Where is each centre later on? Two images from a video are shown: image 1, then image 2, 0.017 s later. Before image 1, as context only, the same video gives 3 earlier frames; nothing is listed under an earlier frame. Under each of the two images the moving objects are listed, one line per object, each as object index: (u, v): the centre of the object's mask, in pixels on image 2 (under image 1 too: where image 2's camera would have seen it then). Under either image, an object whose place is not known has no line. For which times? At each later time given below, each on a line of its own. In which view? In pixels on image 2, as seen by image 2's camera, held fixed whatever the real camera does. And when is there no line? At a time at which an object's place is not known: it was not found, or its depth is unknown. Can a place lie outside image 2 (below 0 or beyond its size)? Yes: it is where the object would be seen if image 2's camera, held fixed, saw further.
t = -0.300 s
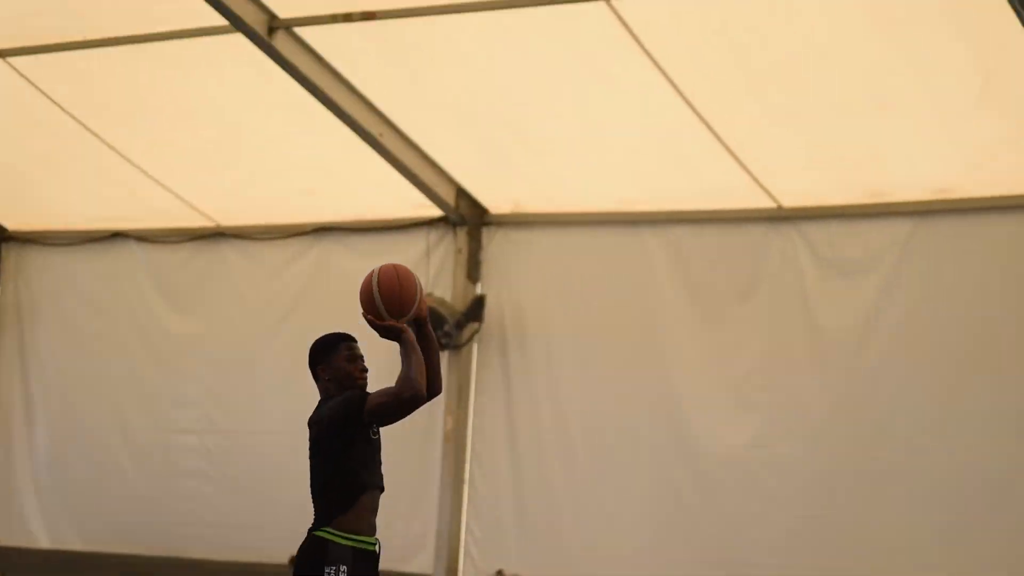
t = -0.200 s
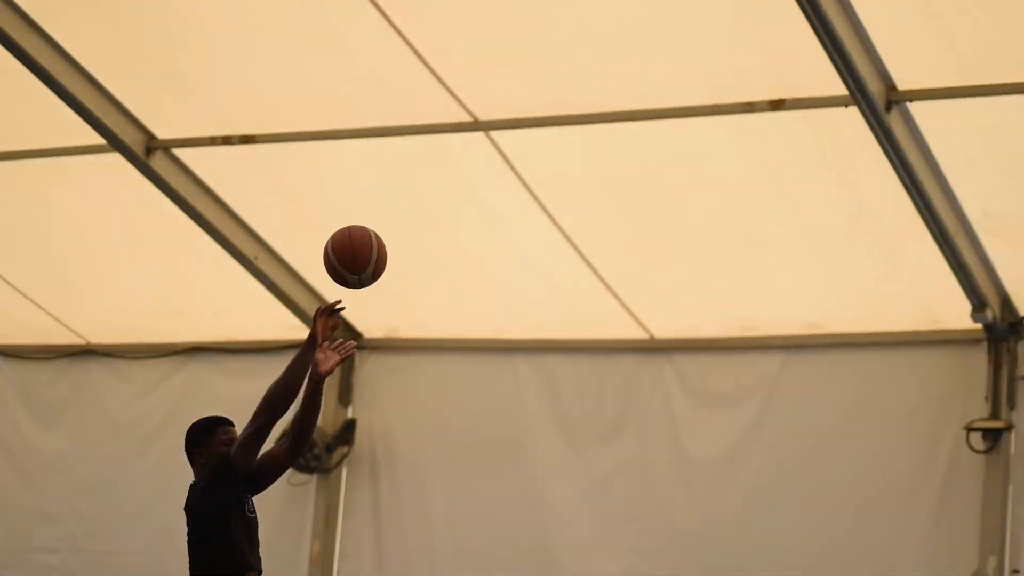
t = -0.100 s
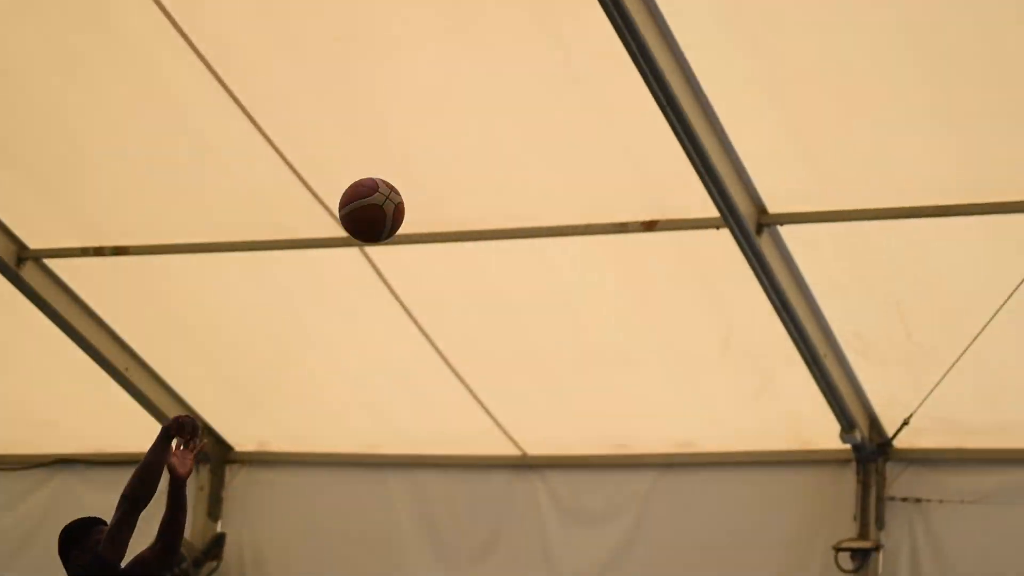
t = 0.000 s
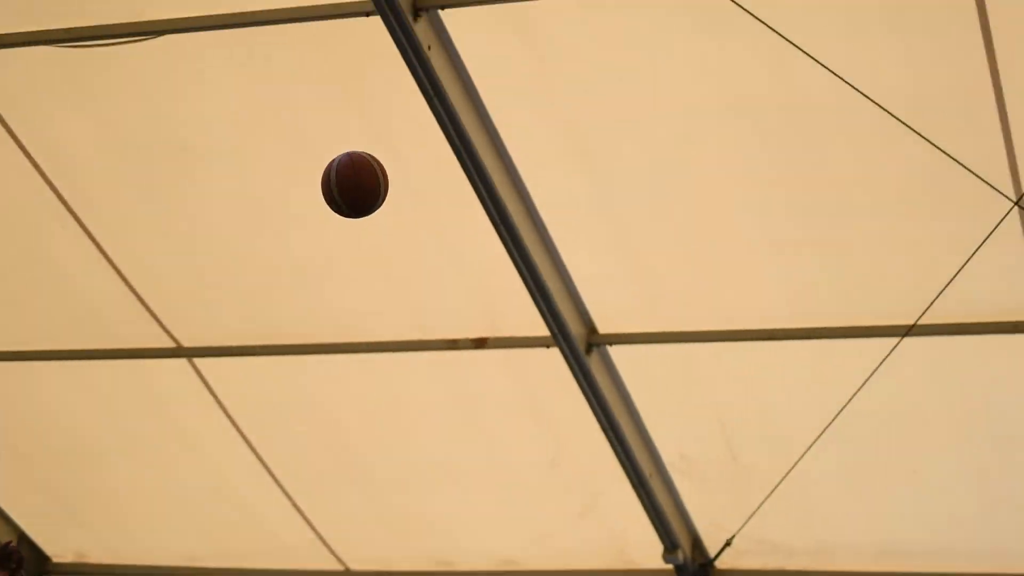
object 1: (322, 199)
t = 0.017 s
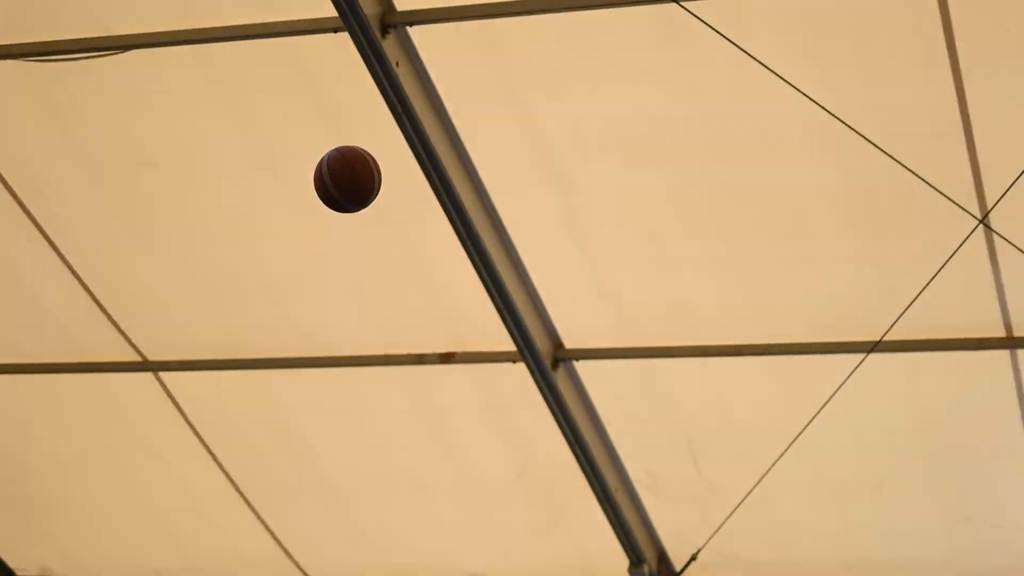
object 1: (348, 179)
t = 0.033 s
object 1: (373, 159)
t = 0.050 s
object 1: (399, 139)
